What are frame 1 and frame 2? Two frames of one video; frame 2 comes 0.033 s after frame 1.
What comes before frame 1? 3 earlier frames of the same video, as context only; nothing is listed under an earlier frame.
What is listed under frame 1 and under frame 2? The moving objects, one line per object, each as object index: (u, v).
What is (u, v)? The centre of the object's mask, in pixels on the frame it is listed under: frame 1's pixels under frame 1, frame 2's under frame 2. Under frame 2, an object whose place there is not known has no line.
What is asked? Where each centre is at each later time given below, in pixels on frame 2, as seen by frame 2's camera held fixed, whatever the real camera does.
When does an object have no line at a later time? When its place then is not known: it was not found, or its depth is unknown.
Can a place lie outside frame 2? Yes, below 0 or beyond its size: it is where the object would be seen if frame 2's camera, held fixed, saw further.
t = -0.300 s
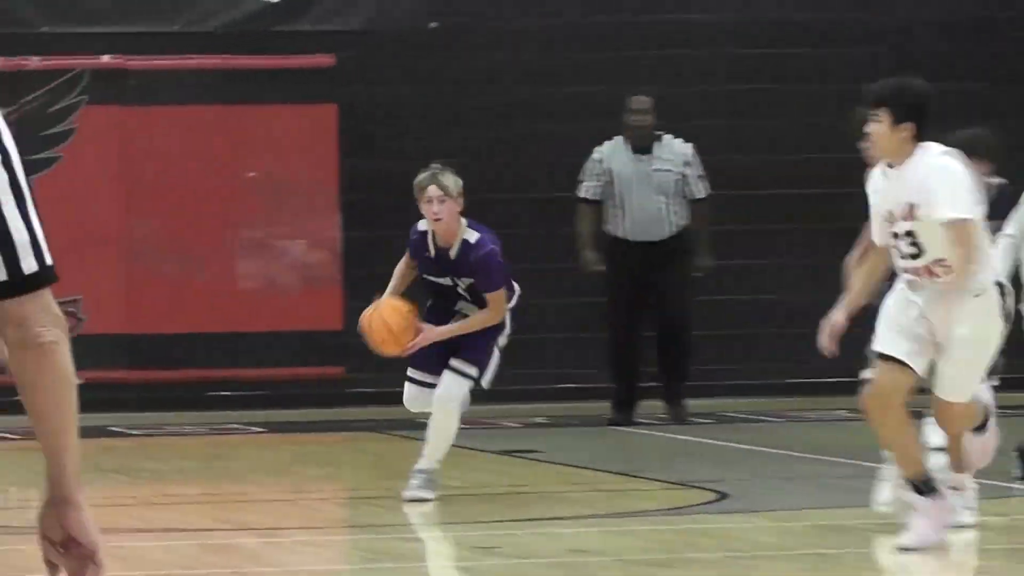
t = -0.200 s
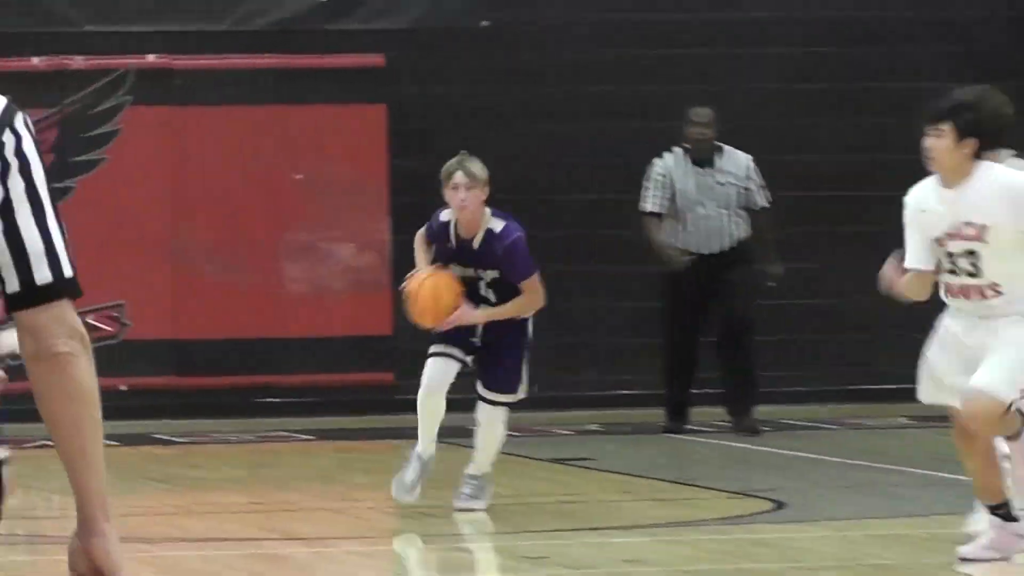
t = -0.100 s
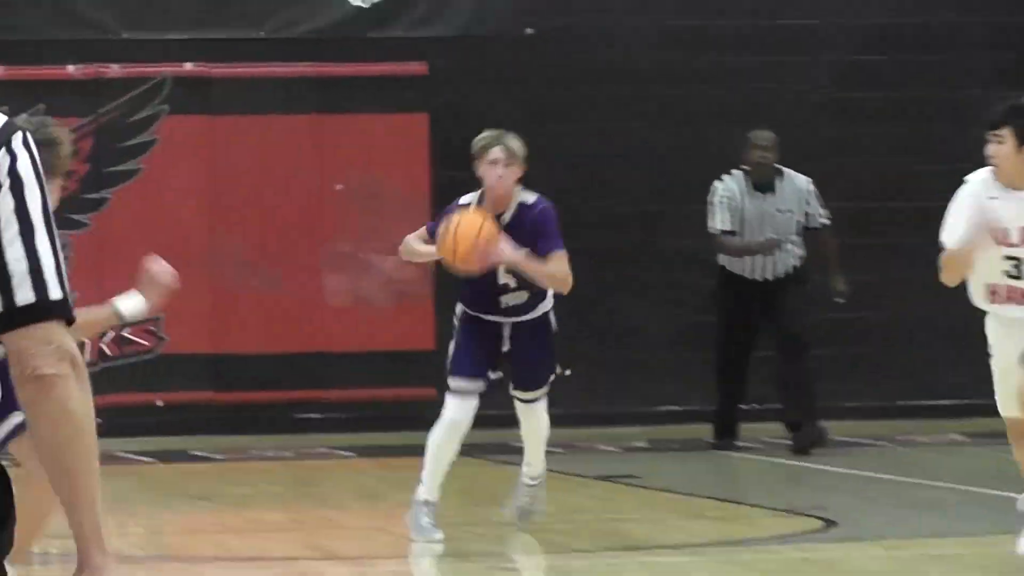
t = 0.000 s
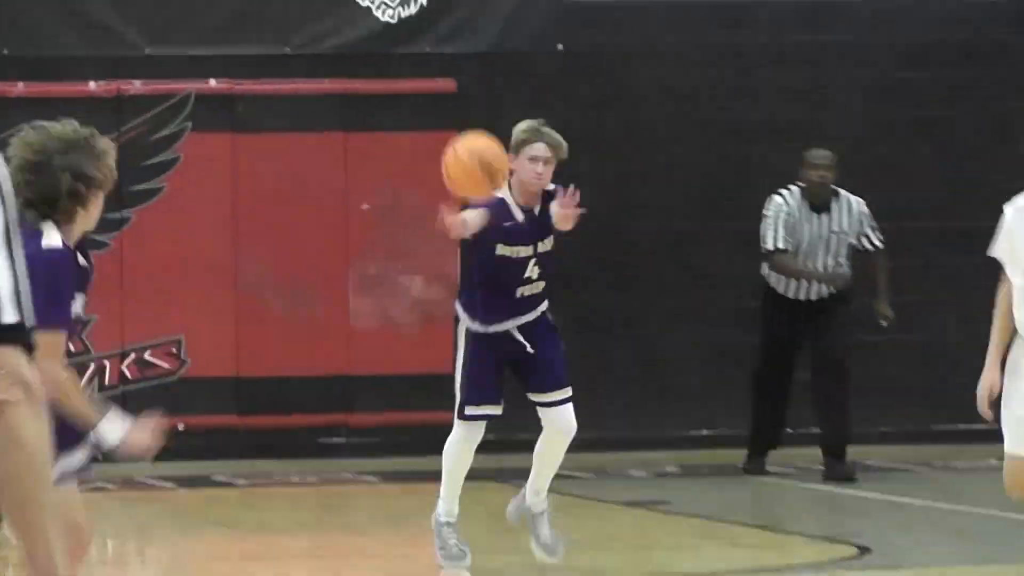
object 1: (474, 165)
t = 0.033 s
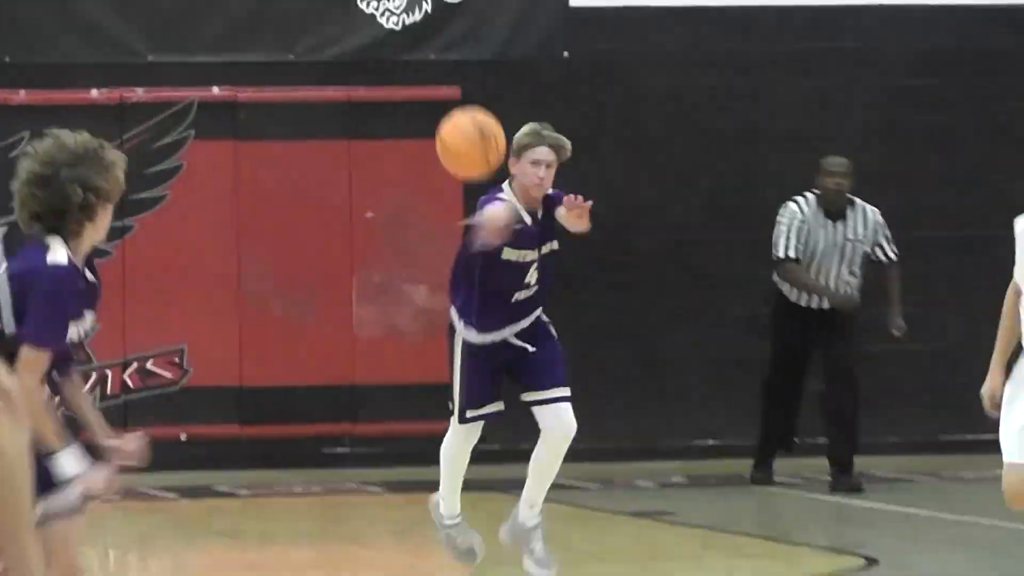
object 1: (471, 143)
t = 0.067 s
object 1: (459, 114)
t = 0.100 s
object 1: (449, 87)
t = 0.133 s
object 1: (439, 60)
